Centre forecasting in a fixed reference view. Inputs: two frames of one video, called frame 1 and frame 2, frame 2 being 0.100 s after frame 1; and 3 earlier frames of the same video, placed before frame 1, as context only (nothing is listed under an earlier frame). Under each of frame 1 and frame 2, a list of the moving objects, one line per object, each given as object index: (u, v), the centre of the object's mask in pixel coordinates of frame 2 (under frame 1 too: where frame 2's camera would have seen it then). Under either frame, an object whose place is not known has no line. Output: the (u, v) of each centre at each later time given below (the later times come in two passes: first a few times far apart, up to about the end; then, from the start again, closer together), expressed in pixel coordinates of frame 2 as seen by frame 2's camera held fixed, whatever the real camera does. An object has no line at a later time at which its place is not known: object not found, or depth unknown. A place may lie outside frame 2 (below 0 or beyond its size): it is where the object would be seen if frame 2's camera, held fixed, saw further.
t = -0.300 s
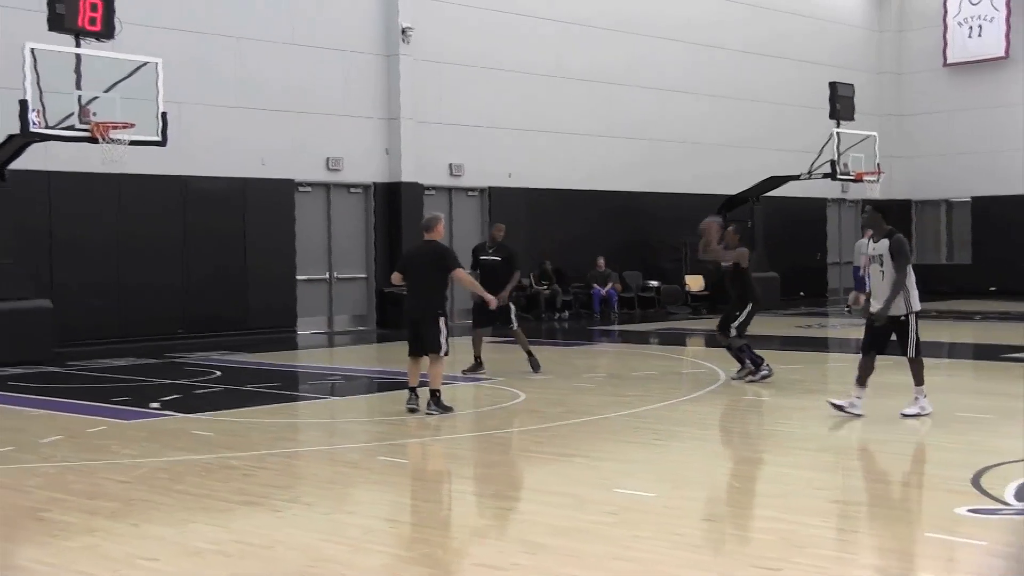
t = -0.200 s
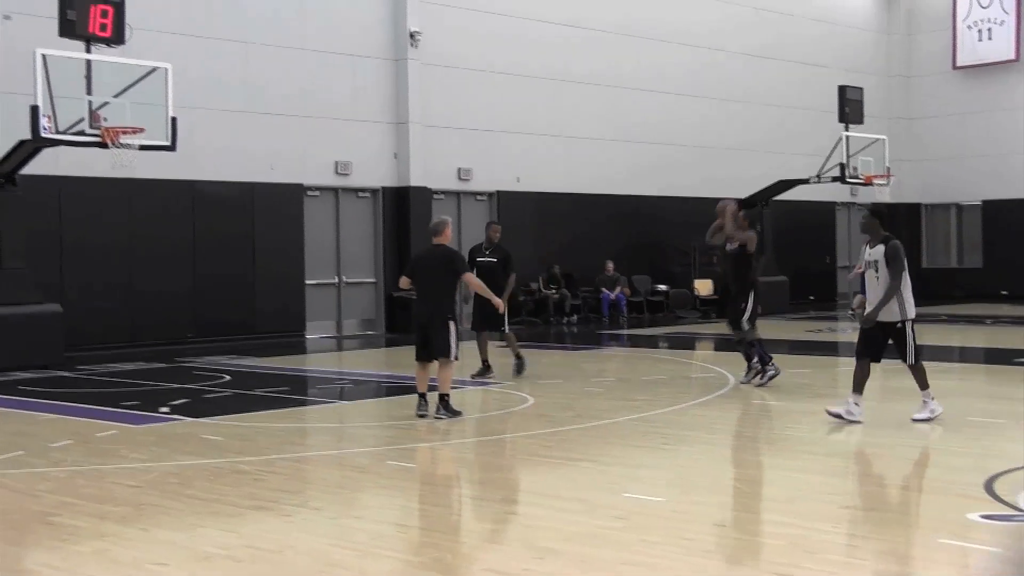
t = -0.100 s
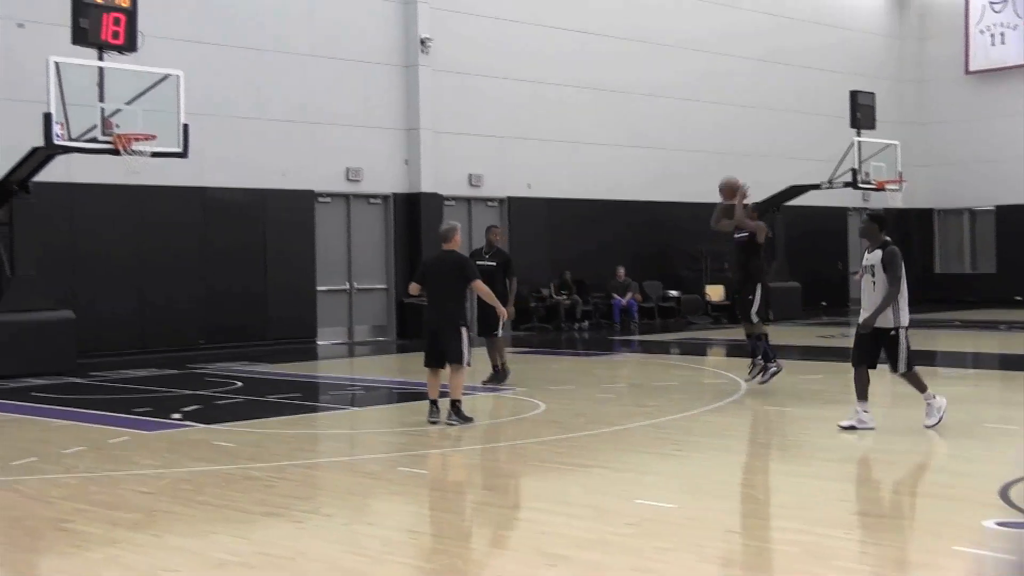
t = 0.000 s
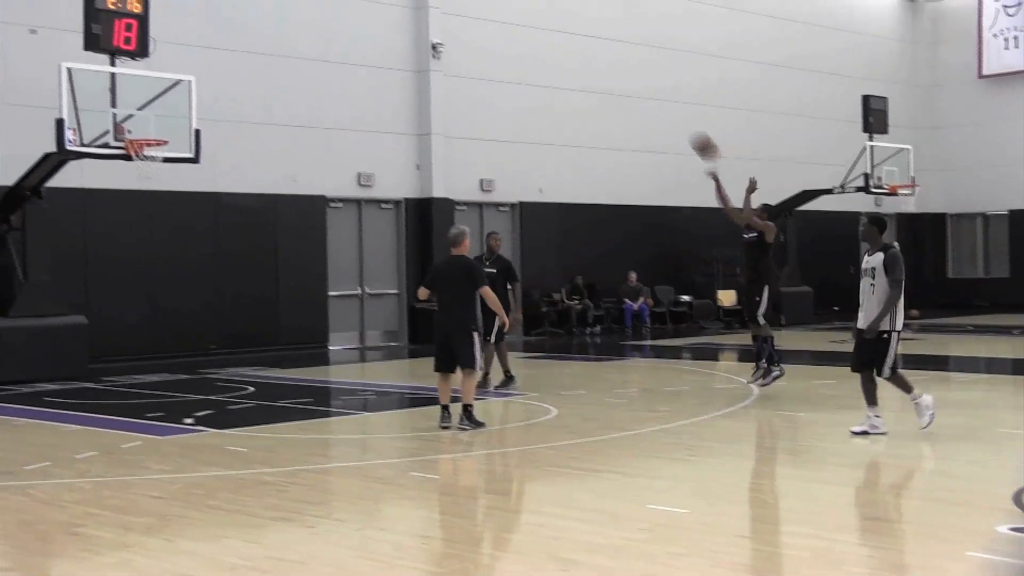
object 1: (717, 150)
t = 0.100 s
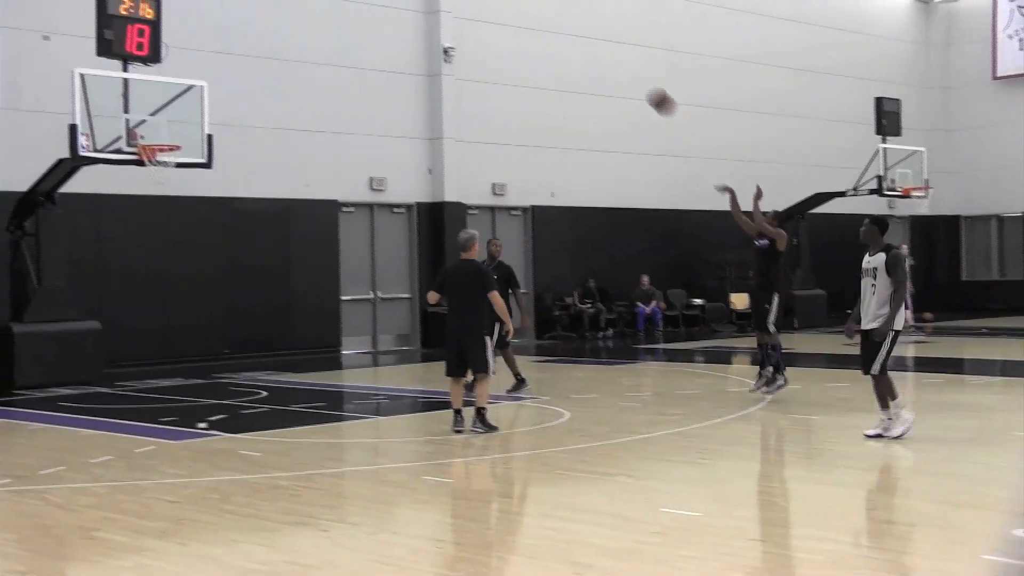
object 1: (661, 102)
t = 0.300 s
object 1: (555, 35)
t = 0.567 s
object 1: (426, 3)
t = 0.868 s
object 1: (293, 36)
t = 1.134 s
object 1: (182, 123)
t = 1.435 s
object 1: (127, 208)
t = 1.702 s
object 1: (97, 315)
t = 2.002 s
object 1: (92, 322)
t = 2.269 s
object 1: (109, 270)
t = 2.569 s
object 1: (127, 275)
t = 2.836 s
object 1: (145, 332)
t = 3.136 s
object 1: (162, 335)
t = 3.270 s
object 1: (167, 316)
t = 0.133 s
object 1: (643, 88)
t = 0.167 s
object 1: (625, 75)
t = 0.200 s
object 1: (608, 64)
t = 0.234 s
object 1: (590, 53)
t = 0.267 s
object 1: (573, 44)
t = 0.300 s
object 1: (555, 35)
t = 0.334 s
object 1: (539, 28)
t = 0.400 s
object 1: (506, 16)
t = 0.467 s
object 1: (473, 8)
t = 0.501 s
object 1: (457, 6)
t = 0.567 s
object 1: (426, 3)
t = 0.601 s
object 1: (411, 3)
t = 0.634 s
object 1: (395, 4)
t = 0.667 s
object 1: (381, 6)
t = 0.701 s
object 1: (365, 10)
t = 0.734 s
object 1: (351, 13)
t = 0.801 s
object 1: (322, 23)
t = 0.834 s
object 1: (307, 29)
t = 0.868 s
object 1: (293, 36)
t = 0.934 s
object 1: (265, 53)
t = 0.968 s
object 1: (251, 62)
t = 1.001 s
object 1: (238, 73)
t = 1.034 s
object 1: (224, 84)
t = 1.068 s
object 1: (209, 97)
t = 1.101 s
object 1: (196, 109)
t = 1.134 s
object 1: (182, 123)
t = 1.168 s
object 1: (171, 134)
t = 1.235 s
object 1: (144, 168)
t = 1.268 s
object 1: (141, 171)
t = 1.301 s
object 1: (138, 178)
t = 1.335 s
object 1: (135, 184)
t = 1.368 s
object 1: (132, 189)
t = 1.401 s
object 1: (130, 199)
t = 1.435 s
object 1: (127, 208)
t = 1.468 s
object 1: (122, 219)
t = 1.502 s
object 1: (118, 231)
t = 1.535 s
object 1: (116, 242)
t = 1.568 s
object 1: (112, 255)
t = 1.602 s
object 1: (108, 269)
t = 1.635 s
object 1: (105, 284)
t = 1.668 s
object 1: (101, 299)
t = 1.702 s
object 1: (97, 315)
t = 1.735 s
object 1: (95, 332)
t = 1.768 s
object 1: (91, 348)
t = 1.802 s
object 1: (87, 366)
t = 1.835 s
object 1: (84, 382)
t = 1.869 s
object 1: (85, 369)
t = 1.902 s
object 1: (88, 357)
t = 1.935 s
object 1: (88, 343)
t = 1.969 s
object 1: (93, 331)
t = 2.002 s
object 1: (92, 322)
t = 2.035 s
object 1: (95, 314)
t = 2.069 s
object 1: (97, 304)
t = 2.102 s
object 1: (99, 296)
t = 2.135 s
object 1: (101, 289)
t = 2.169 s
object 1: (102, 284)
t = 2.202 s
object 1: (105, 279)
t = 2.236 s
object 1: (107, 274)
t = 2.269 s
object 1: (109, 270)
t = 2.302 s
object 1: (110, 267)
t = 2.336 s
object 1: (112, 265)
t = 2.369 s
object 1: (114, 264)
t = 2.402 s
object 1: (117, 264)
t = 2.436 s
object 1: (118, 265)
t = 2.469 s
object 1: (121, 266)
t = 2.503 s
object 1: (123, 268)
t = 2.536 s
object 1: (125, 271)
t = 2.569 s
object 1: (127, 275)
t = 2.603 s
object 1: (129, 280)
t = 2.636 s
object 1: (132, 284)
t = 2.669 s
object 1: (134, 290)
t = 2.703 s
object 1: (136, 297)
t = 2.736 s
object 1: (139, 305)
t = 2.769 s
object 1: (141, 313)
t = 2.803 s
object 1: (143, 323)
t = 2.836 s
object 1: (145, 332)
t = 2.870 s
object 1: (147, 343)
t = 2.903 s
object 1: (149, 356)
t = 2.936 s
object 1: (152, 366)
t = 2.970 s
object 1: (153, 377)
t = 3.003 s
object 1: (156, 366)
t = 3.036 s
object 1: (157, 357)
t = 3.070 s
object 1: (159, 349)
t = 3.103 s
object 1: (160, 341)
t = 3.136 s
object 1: (162, 335)
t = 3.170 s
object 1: (164, 329)
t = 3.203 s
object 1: (164, 324)
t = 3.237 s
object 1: (165, 320)
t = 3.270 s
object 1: (167, 316)
